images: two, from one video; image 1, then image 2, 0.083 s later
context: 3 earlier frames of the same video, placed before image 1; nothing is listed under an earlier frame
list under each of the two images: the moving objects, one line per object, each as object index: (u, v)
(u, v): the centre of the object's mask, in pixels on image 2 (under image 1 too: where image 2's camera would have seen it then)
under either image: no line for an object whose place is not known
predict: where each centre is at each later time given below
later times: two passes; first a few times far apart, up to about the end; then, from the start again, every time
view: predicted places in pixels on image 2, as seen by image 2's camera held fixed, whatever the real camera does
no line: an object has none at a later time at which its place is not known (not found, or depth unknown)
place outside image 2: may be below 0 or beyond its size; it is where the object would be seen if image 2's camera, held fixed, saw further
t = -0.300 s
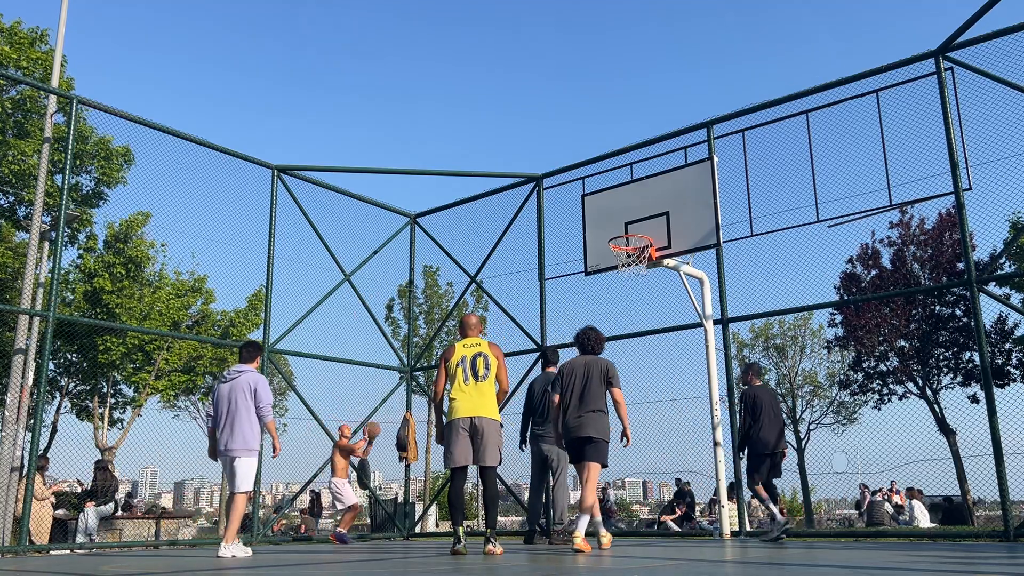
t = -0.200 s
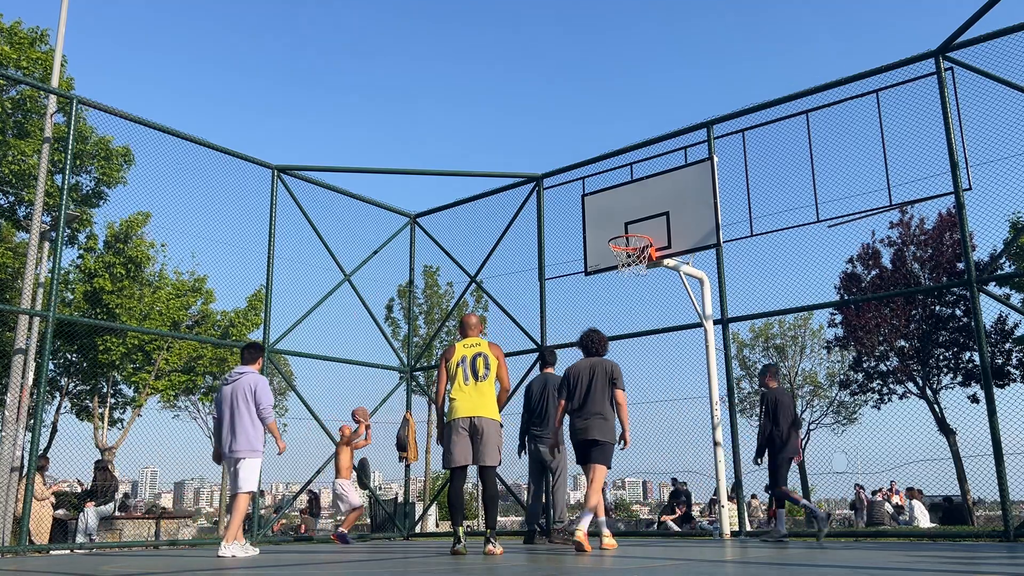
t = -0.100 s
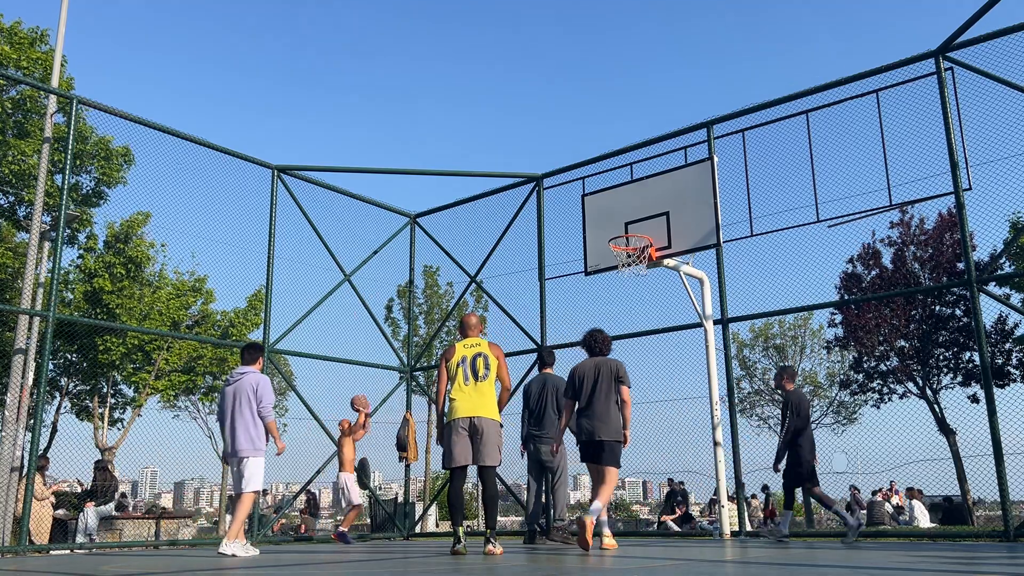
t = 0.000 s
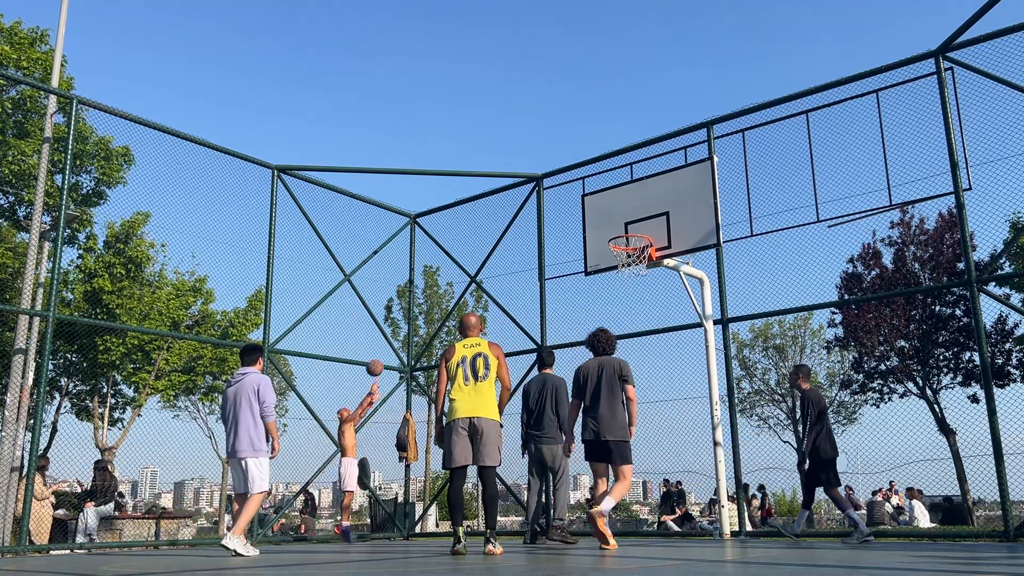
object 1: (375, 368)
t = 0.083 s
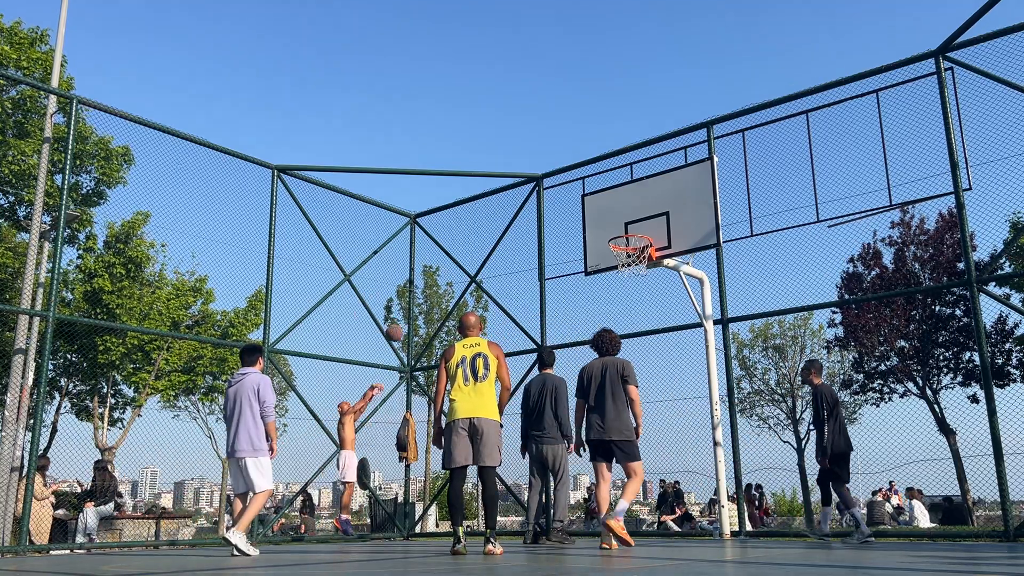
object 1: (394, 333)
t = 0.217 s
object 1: (426, 287)
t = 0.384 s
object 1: (466, 245)
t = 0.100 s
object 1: (398, 327)
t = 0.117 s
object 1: (402, 320)
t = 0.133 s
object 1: (406, 315)
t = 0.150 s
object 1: (409, 308)
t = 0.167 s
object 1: (414, 303)
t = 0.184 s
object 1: (418, 297)
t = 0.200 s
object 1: (422, 292)
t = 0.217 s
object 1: (426, 287)
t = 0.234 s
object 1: (430, 282)
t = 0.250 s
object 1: (434, 277)
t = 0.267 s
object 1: (437, 273)
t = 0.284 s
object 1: (441, 268)
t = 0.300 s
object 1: (446, 263)
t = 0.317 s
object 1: (450, 259)
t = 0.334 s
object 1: (454, 255)
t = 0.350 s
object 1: (458, 252)
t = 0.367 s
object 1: (462, 248)
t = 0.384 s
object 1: (466, 245)
